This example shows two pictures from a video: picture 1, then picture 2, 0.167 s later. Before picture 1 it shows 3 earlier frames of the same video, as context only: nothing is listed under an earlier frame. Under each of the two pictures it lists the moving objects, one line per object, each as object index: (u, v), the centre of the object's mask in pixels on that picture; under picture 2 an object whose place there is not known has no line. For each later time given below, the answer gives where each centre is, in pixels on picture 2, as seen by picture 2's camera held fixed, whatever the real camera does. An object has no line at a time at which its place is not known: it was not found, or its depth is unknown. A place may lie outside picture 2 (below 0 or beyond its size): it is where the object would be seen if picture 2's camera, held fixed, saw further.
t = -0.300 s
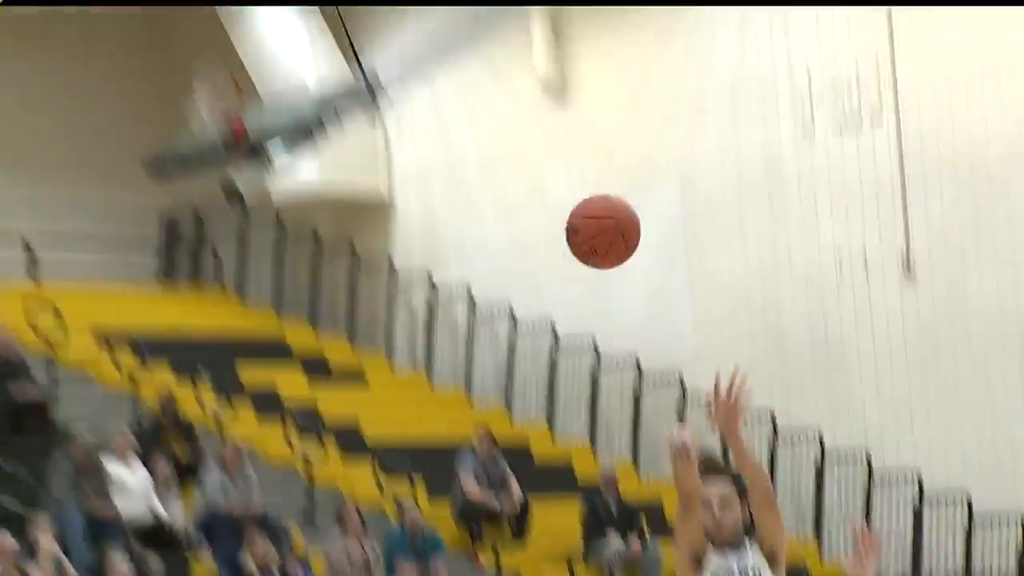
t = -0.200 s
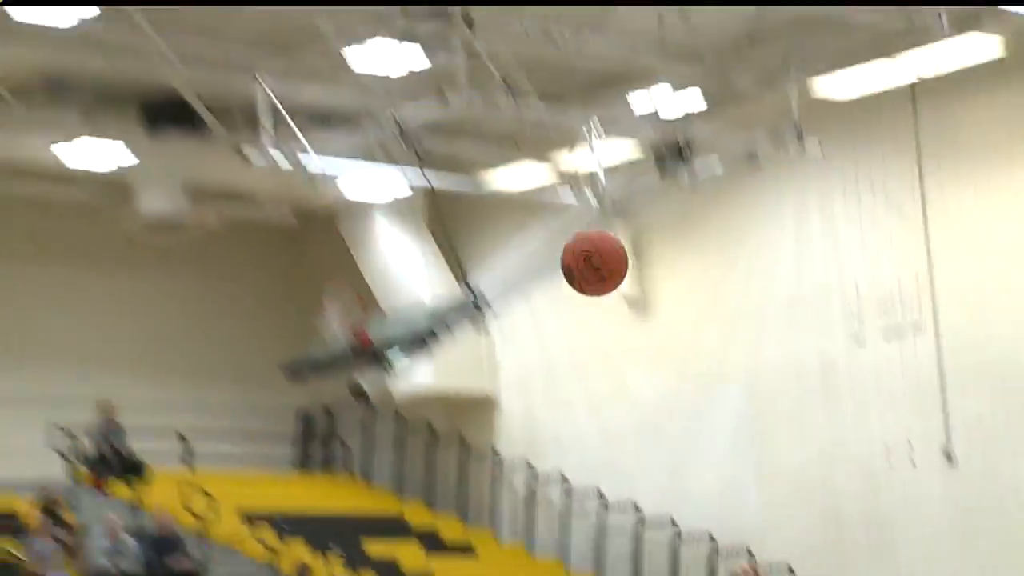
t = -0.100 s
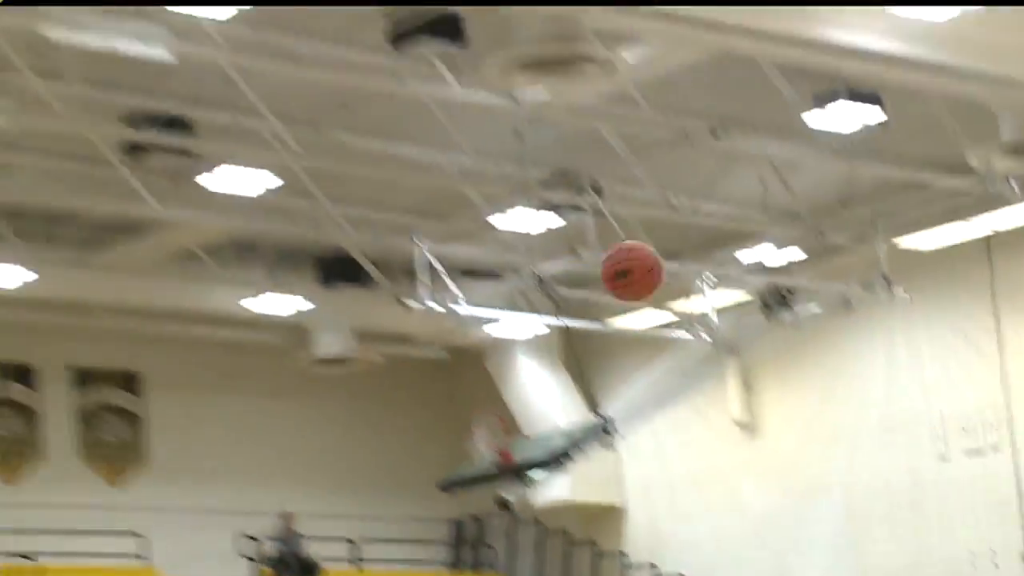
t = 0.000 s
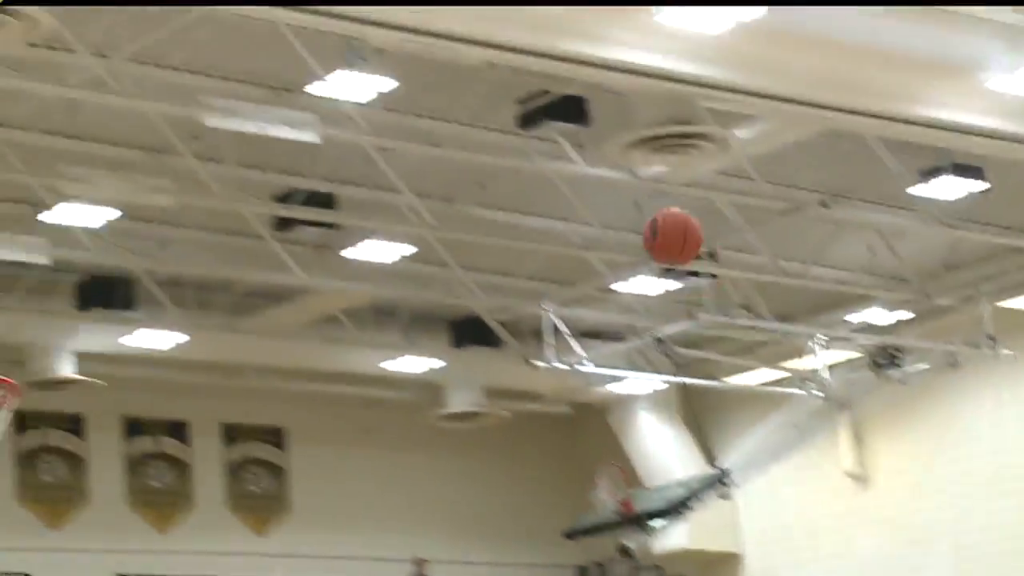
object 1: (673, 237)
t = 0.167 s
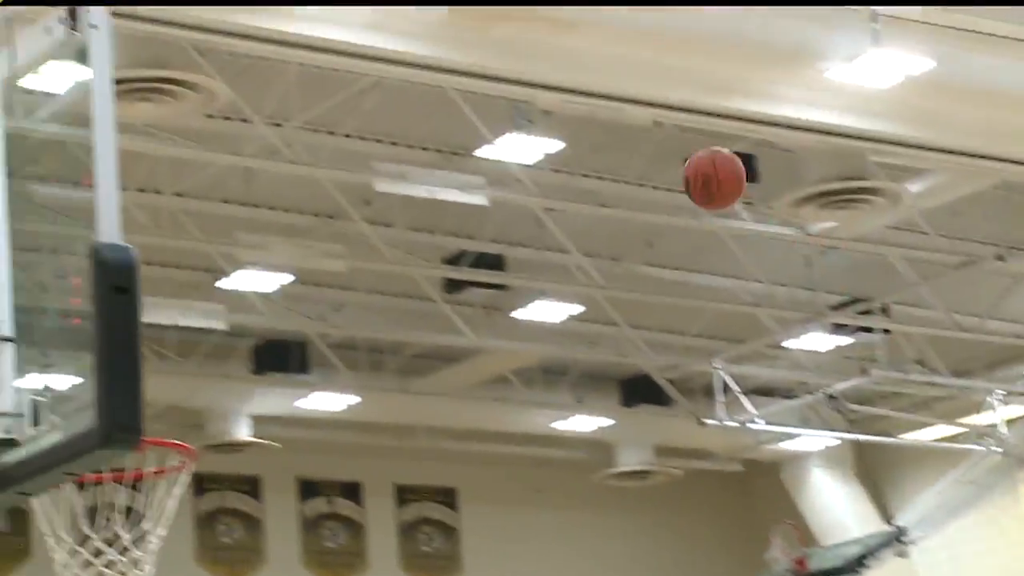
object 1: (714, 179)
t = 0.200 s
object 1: (688, 160)
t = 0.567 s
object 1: (374, 162)
